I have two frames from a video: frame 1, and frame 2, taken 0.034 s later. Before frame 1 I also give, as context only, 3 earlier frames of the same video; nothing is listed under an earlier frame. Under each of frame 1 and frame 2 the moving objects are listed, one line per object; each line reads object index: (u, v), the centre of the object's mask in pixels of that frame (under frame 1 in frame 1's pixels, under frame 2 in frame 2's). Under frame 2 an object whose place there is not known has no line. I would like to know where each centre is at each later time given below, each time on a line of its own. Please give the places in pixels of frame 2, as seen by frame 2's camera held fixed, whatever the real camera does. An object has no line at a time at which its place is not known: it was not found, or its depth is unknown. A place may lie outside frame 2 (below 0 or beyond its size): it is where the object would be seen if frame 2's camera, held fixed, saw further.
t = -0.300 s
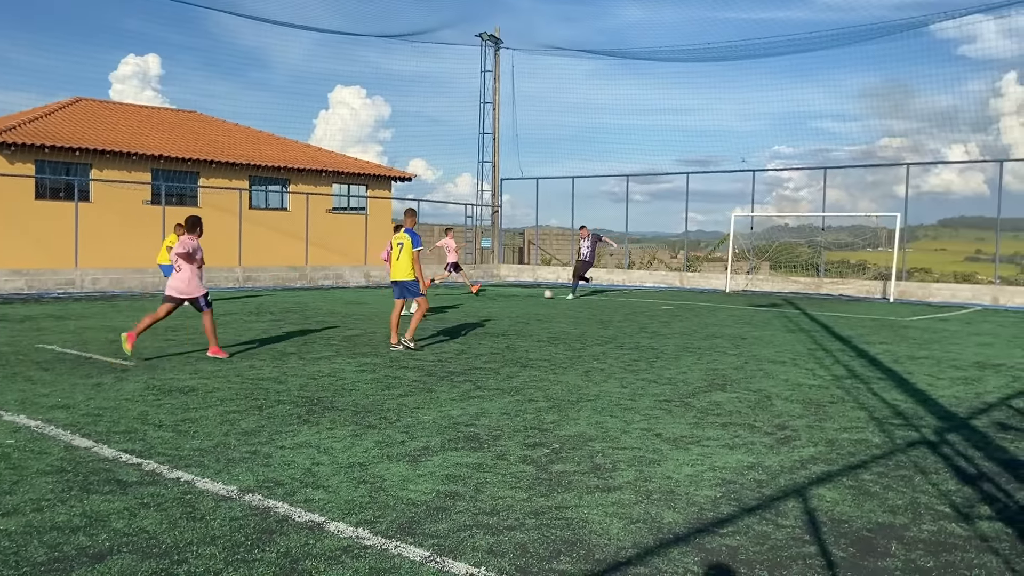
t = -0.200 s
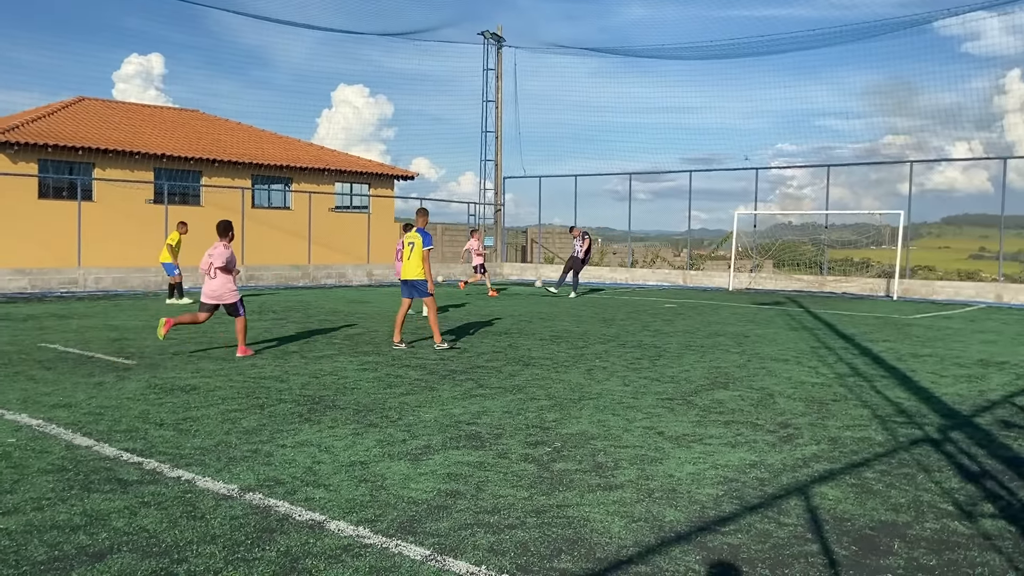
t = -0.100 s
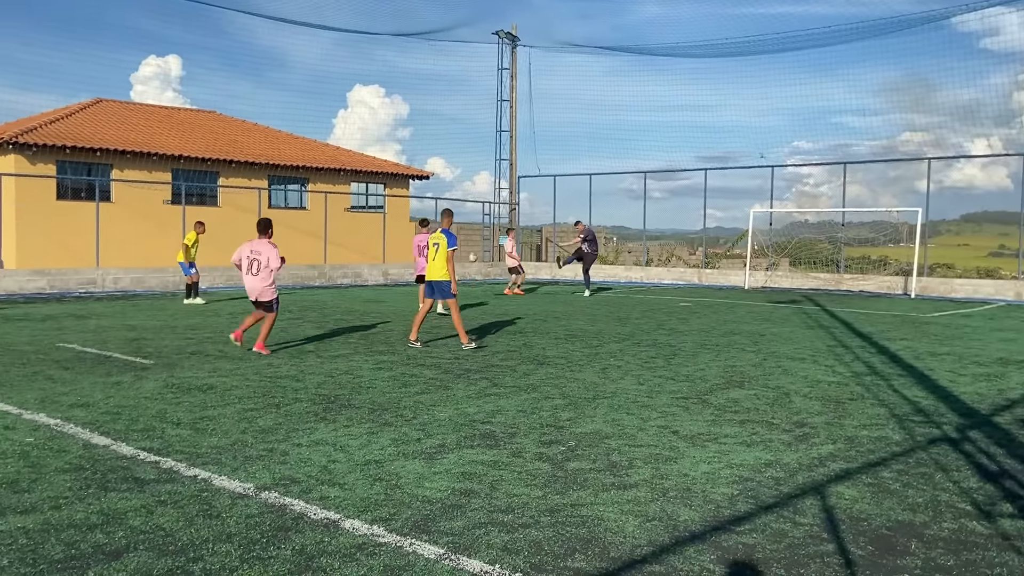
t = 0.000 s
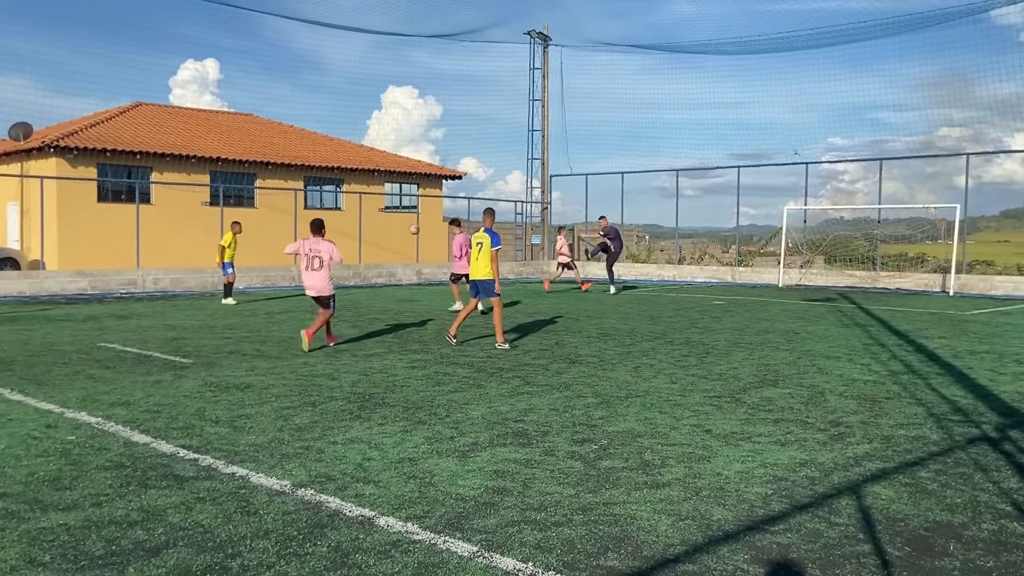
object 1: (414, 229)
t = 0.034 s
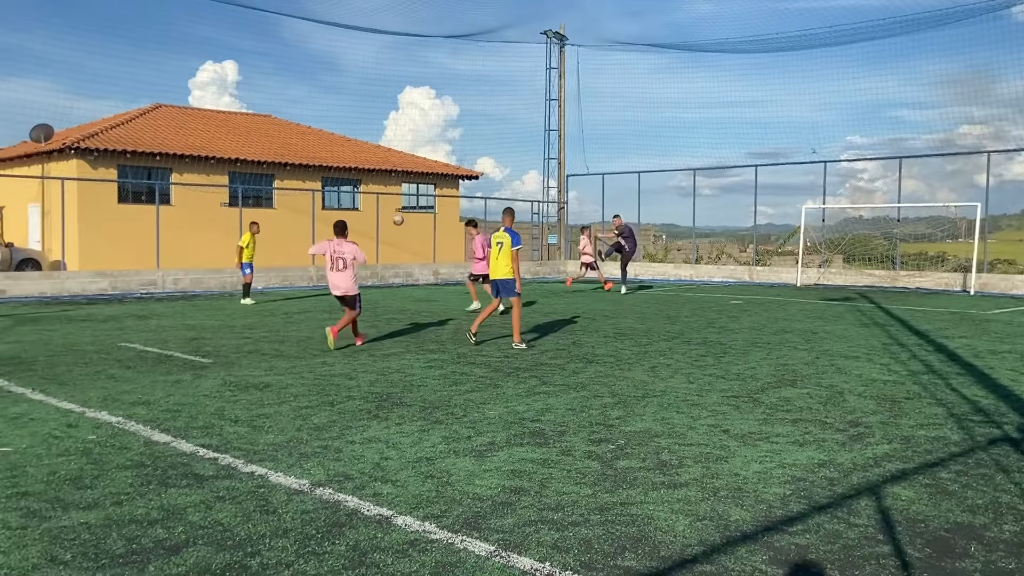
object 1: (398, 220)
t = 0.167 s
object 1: (248, 178)
